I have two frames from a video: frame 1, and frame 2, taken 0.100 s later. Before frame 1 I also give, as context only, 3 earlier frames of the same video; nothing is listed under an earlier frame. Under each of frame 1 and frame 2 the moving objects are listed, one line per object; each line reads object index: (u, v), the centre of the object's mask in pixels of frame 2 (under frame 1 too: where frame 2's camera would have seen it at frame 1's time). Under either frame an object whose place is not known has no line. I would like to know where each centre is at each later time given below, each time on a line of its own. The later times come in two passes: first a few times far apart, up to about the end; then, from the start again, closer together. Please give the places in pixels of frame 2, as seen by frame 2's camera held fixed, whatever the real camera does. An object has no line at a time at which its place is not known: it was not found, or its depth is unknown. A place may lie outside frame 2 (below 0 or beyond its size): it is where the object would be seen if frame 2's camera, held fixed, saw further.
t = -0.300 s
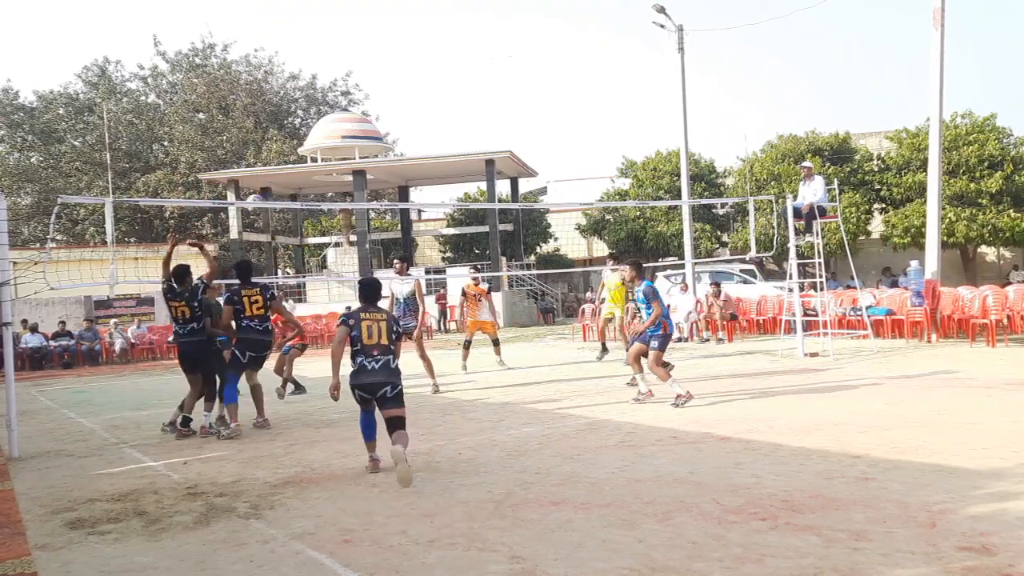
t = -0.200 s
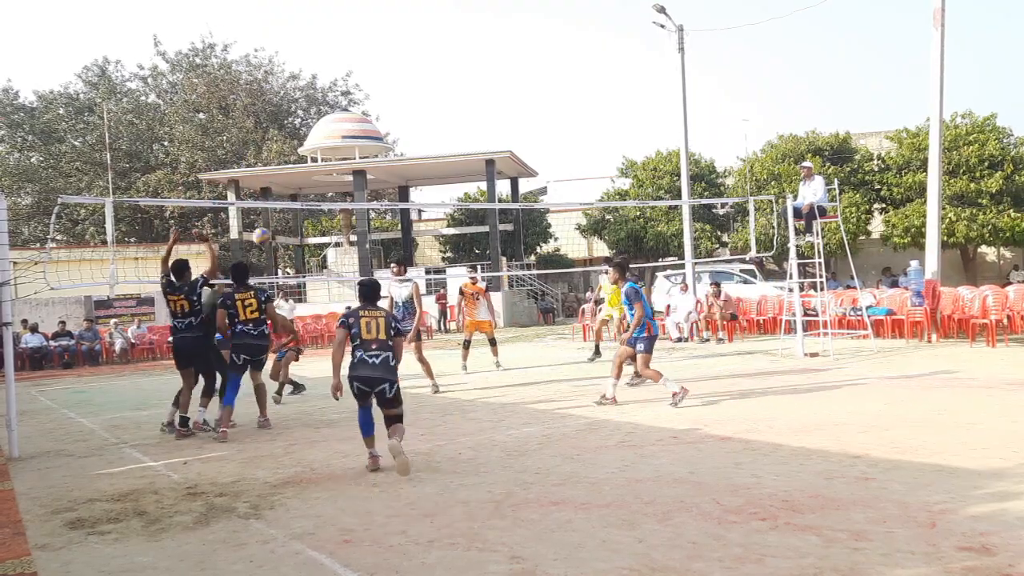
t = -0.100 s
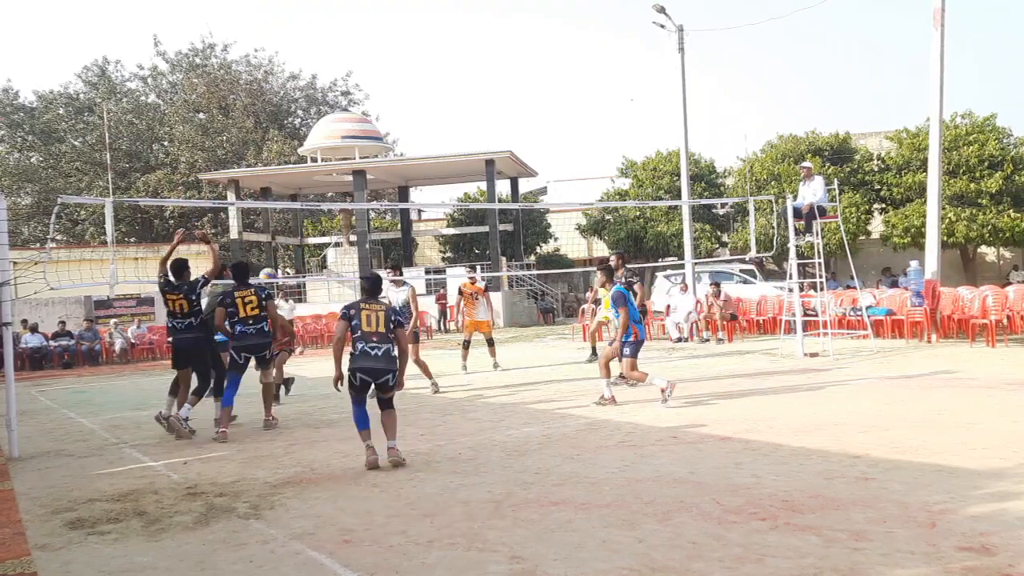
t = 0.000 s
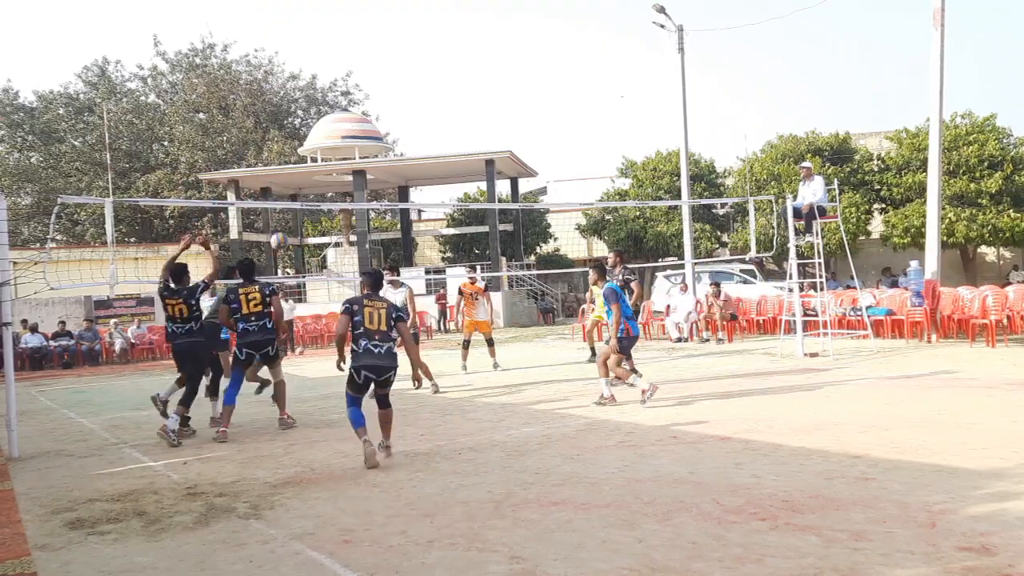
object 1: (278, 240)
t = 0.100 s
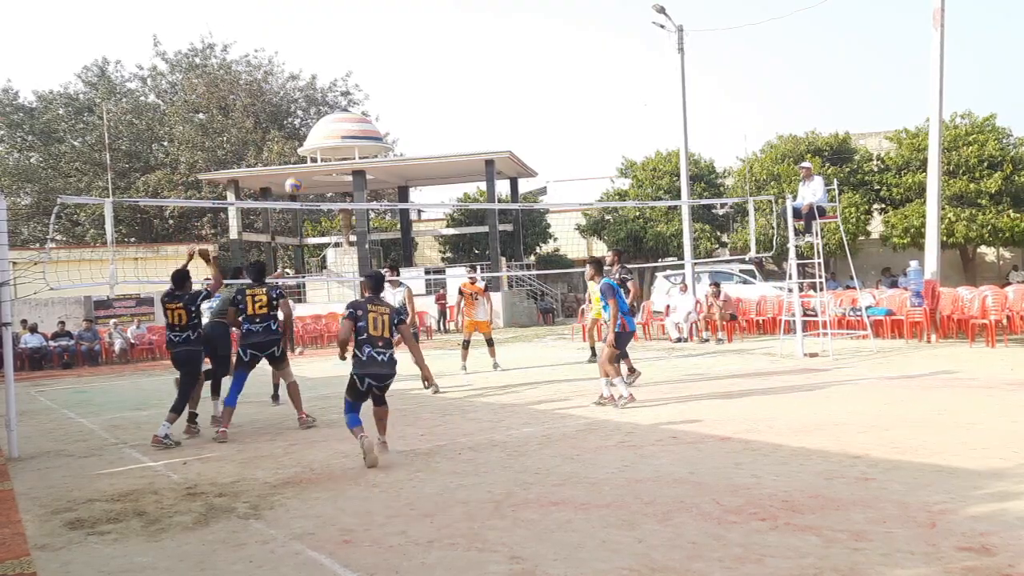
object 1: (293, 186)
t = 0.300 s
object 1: (325, 99)
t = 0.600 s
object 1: (373, 33)
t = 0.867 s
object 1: (420, 35)
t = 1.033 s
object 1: (451, 64)
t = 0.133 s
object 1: (298, 169)
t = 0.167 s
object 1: (303, 154)
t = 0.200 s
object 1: (308, 138)
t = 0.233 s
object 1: (314, 124)
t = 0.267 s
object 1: (317, 112)
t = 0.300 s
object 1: (325, 99)
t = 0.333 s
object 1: (329, 89)
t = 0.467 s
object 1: (351, 53)
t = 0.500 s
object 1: (357, 47)
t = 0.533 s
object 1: (362, 41)
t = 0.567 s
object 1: (367, 37)
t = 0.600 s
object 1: (373, 33)
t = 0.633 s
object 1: (379, 30)
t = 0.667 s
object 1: (385, 28)
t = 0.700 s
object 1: (391, 26)
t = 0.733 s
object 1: (396, 26)
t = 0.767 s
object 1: (402, 27)
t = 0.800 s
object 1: (408, 29)
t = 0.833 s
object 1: (415, 31)
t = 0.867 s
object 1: (420, 35)
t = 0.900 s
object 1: (426, 38)
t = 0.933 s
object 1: (433, 44)
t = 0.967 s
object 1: (439, 49)
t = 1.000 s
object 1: (445, 57)
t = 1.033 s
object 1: (451, 64)
